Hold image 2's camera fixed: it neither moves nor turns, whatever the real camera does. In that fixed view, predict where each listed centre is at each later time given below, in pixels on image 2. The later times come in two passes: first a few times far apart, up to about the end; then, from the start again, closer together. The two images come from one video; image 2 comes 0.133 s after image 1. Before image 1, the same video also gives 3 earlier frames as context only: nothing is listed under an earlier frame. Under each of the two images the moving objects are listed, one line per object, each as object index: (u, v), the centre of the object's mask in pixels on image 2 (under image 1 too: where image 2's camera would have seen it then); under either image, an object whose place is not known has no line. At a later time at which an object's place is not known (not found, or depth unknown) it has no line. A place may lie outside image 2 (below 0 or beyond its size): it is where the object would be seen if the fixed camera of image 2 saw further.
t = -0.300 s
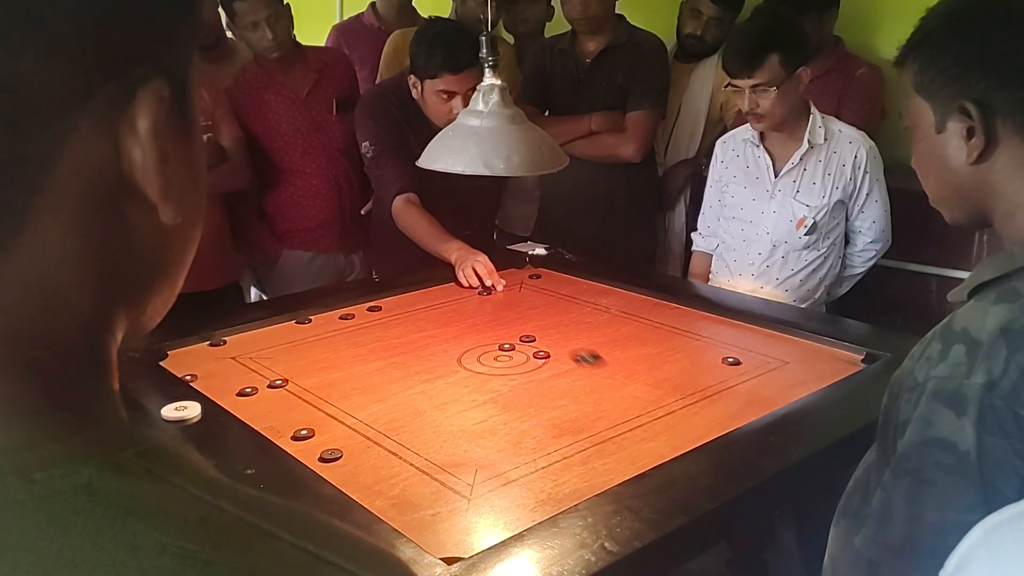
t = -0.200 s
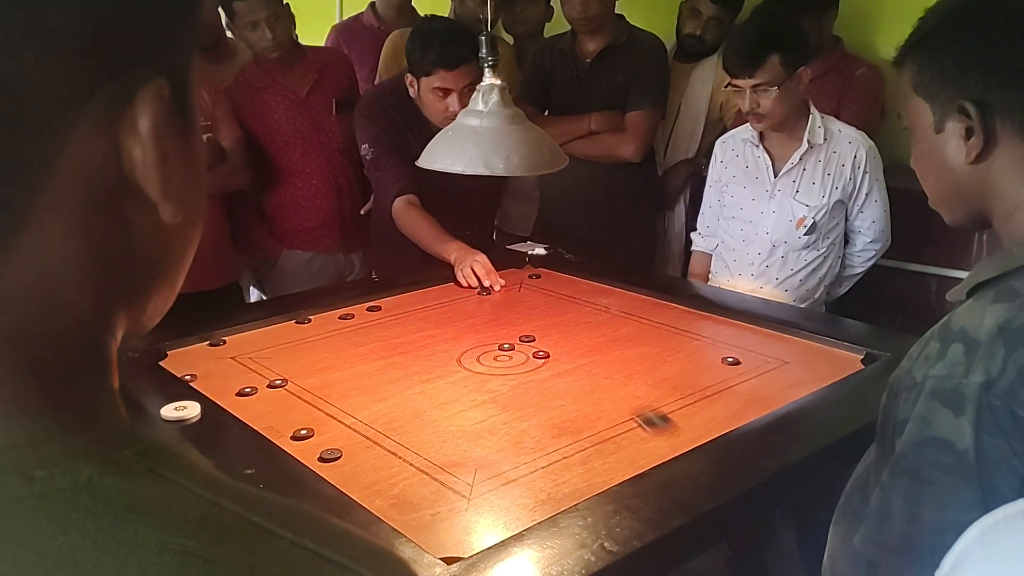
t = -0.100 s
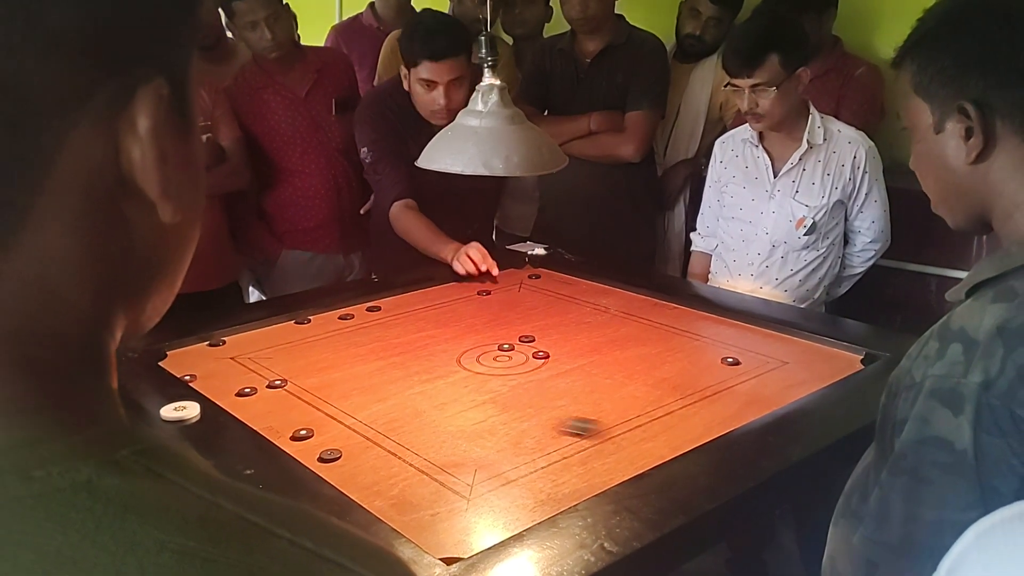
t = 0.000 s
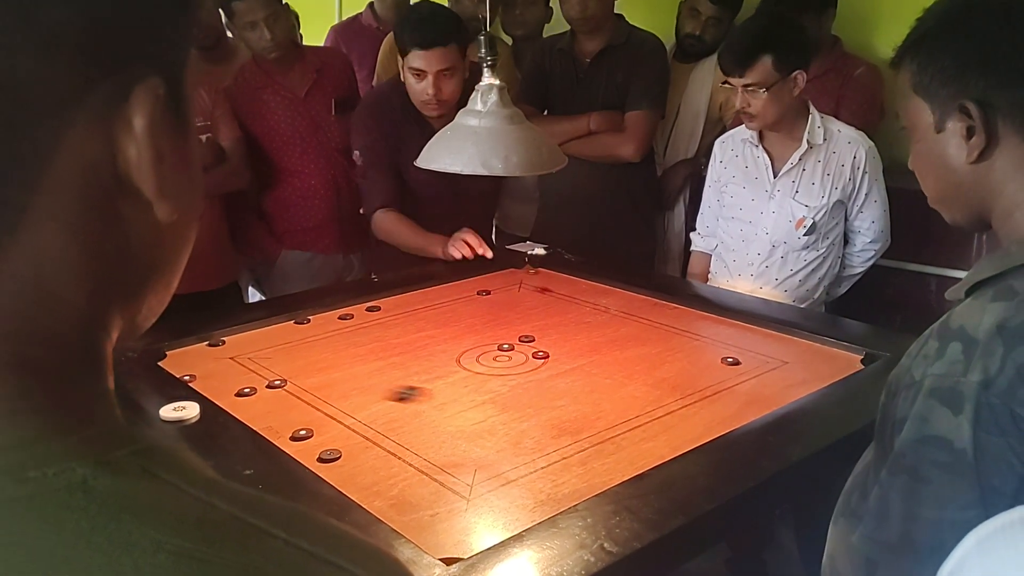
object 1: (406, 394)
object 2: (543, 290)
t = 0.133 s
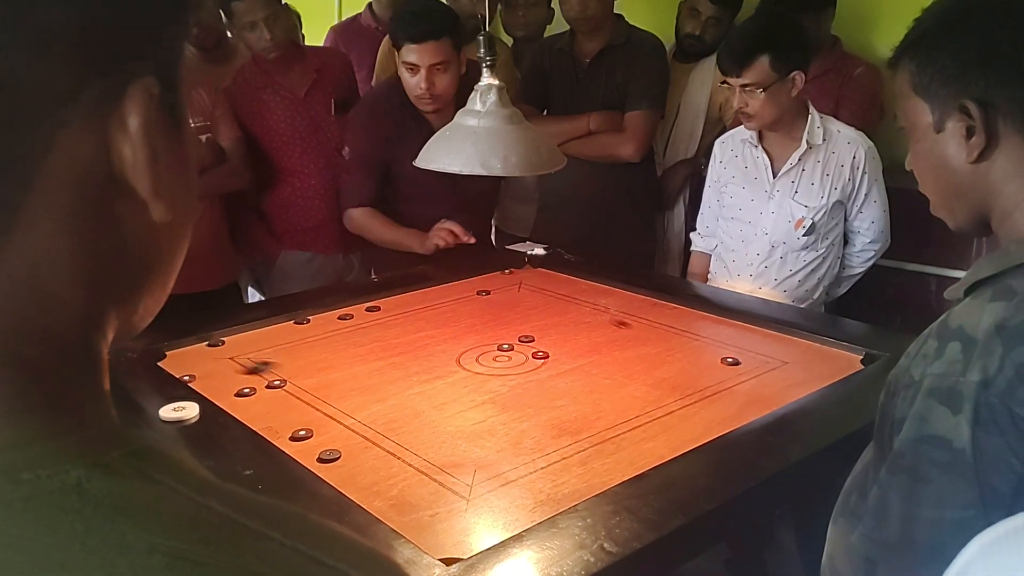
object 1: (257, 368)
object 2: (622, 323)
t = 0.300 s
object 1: (200, 372)
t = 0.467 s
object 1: (289, 381)
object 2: (718, 377)
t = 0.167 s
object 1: (225, 362)
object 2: (643, 333)
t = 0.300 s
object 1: (200, 372)
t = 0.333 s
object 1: (221, 374)
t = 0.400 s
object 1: (263, 379)
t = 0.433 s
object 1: (276, 380)
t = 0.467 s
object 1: (289, 381)
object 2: (718, 377)
